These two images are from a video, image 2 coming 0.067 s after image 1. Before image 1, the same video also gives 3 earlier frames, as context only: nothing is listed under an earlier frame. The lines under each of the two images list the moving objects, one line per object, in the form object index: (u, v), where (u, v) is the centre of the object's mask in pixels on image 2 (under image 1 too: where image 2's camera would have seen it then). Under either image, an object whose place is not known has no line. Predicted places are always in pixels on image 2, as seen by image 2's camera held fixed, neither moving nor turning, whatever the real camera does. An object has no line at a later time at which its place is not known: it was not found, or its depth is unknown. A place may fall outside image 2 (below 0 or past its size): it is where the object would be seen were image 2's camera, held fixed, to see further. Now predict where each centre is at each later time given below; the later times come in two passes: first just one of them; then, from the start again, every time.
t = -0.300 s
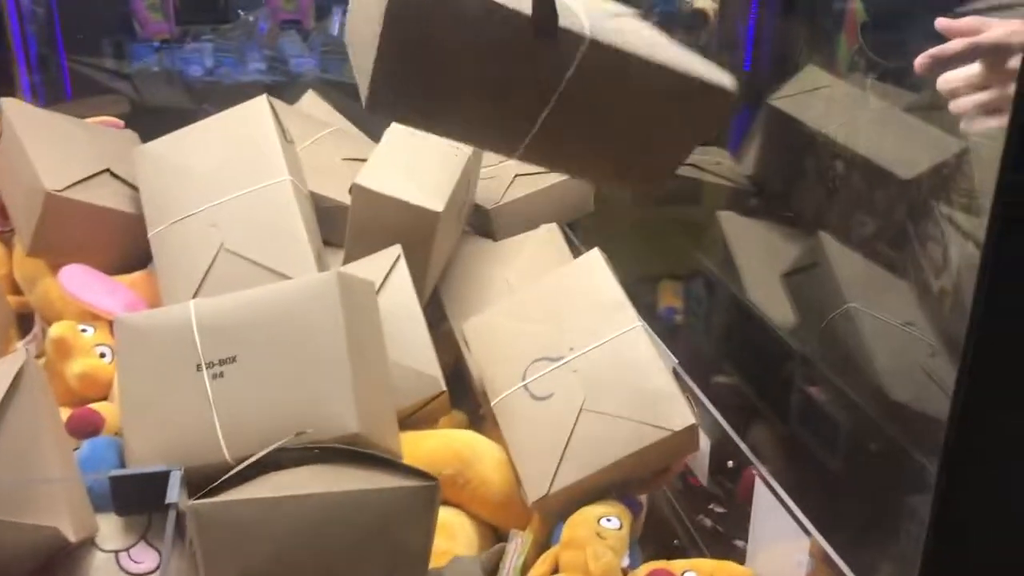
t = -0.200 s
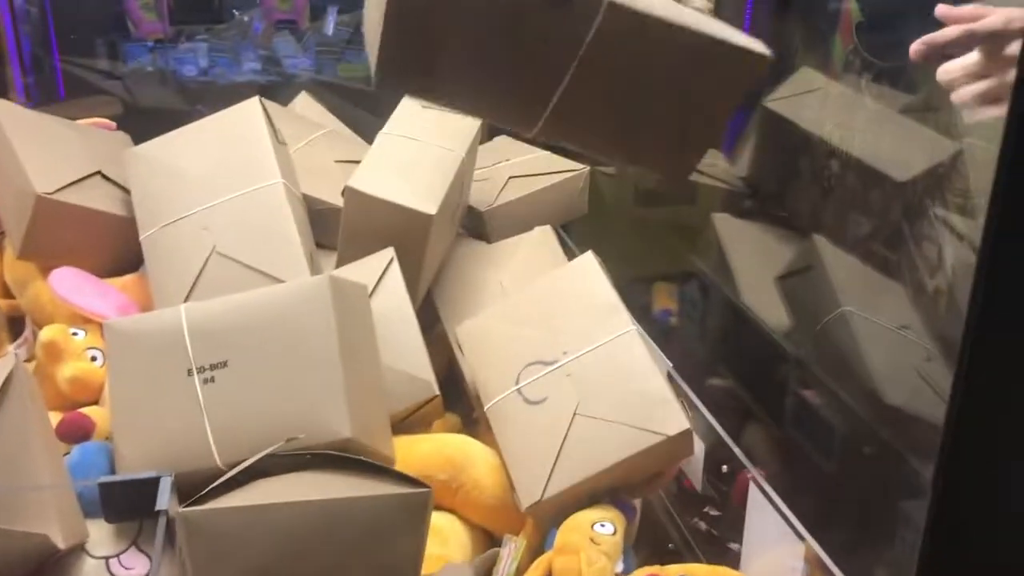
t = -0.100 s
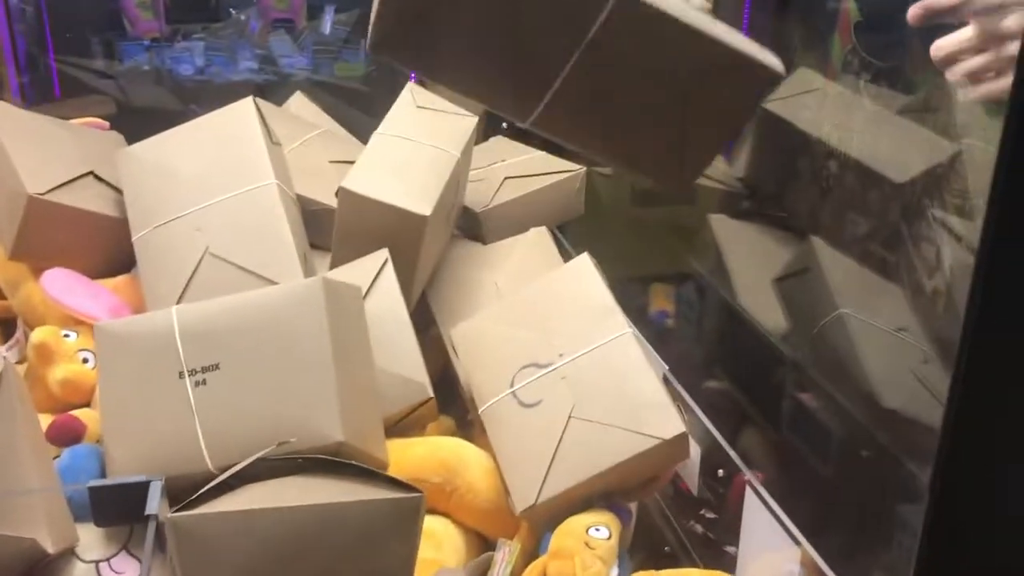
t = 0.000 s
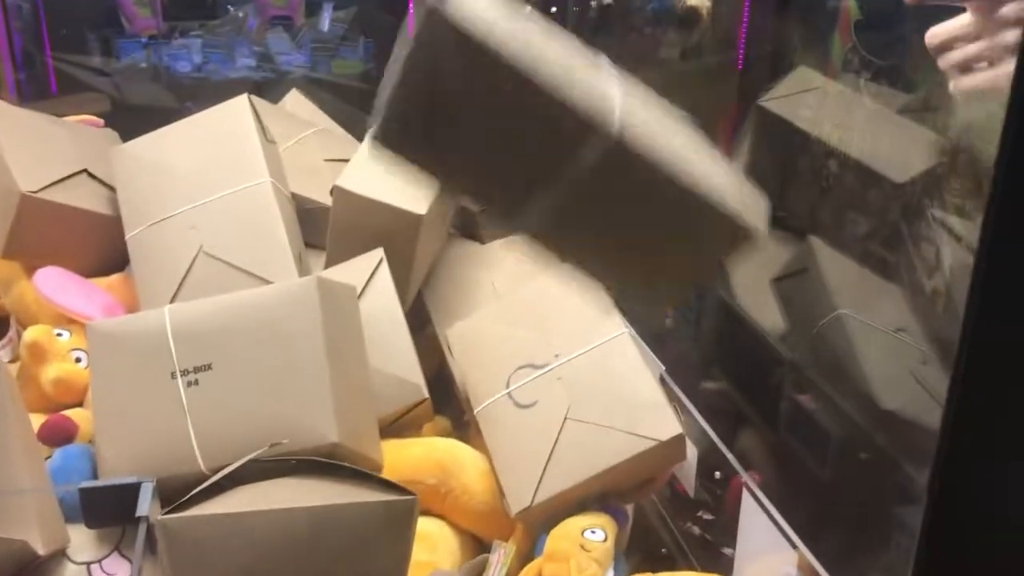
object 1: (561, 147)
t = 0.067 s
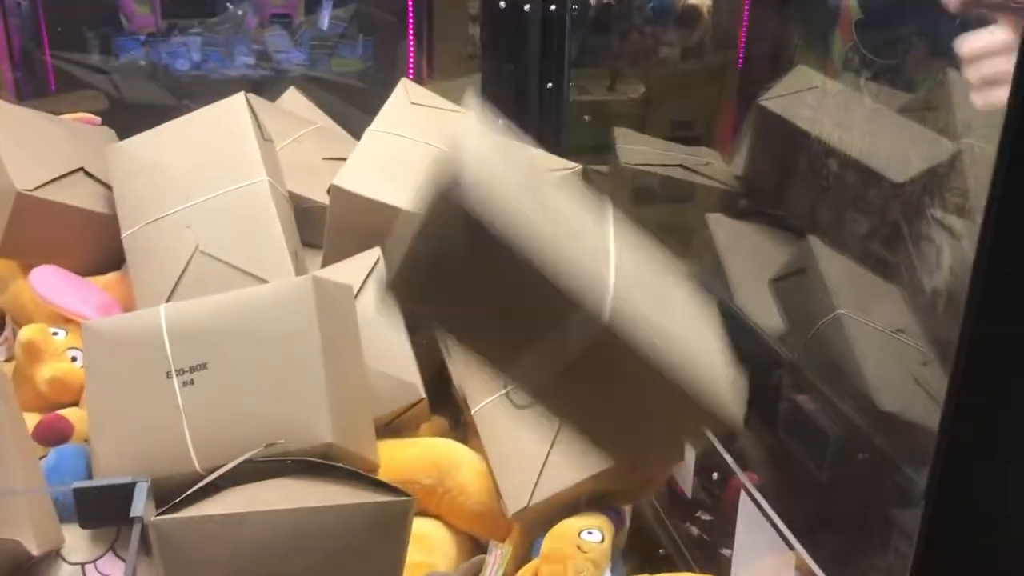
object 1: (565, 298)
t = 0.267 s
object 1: (542, 502)
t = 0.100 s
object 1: (569, 397)
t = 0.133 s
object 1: (548, 471)
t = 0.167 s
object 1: (549, 504)
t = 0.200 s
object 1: (546, 509)
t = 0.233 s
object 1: (545, 504)
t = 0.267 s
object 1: (542, 502)
